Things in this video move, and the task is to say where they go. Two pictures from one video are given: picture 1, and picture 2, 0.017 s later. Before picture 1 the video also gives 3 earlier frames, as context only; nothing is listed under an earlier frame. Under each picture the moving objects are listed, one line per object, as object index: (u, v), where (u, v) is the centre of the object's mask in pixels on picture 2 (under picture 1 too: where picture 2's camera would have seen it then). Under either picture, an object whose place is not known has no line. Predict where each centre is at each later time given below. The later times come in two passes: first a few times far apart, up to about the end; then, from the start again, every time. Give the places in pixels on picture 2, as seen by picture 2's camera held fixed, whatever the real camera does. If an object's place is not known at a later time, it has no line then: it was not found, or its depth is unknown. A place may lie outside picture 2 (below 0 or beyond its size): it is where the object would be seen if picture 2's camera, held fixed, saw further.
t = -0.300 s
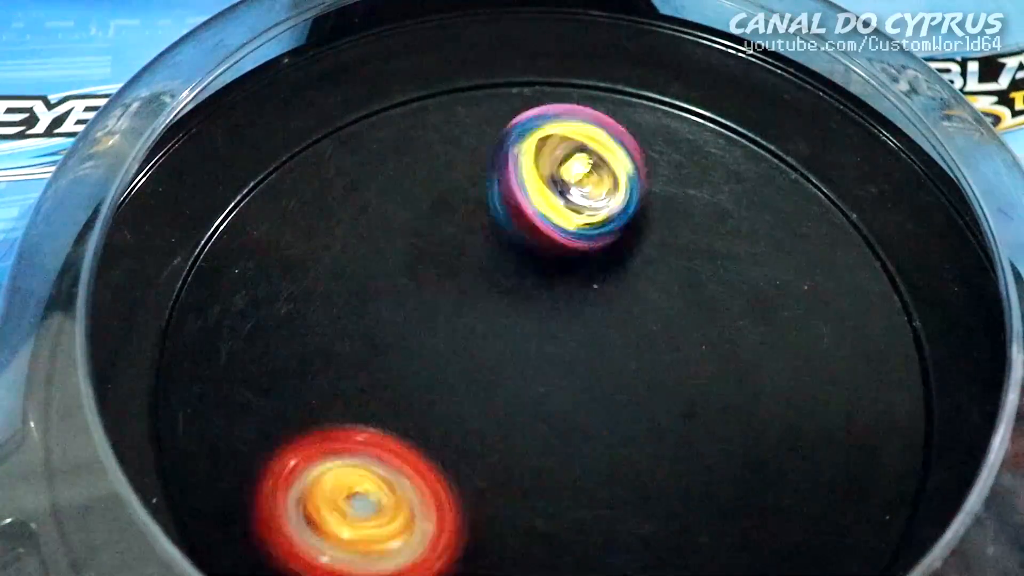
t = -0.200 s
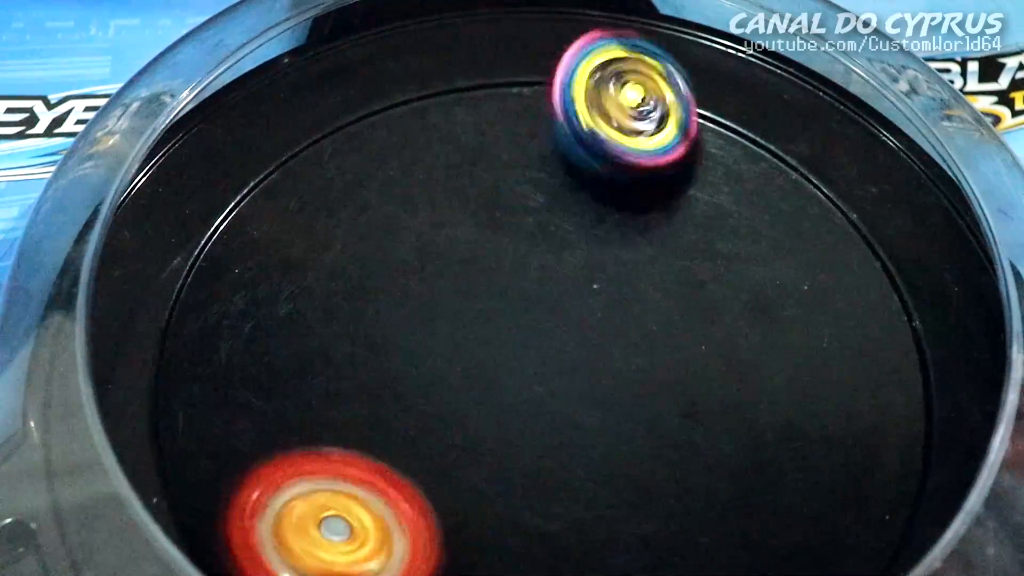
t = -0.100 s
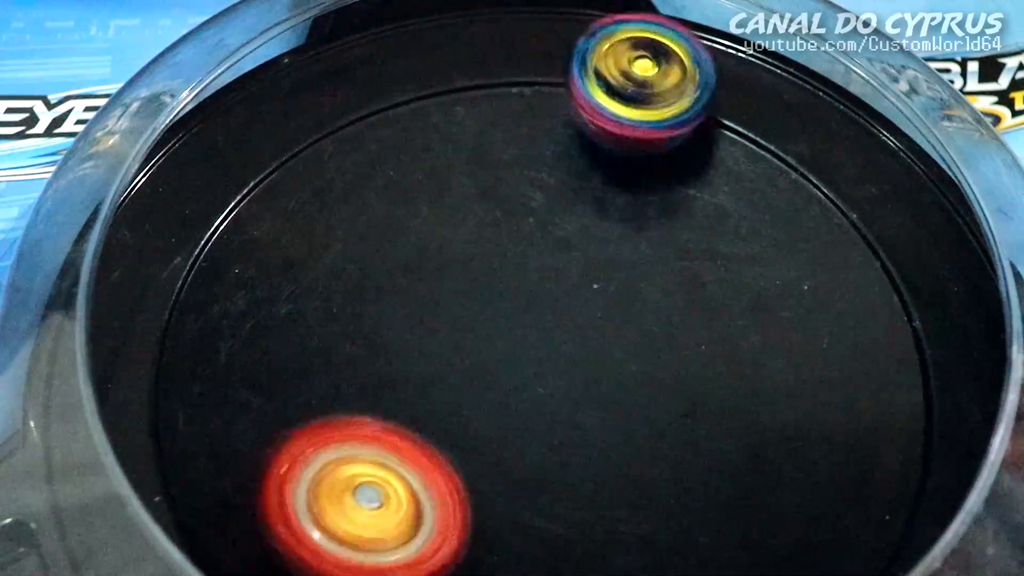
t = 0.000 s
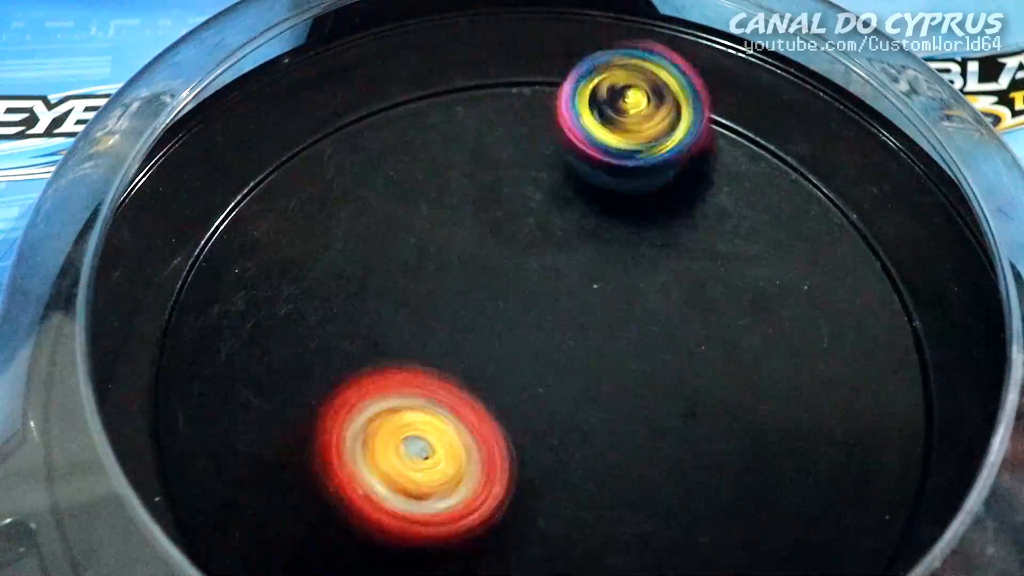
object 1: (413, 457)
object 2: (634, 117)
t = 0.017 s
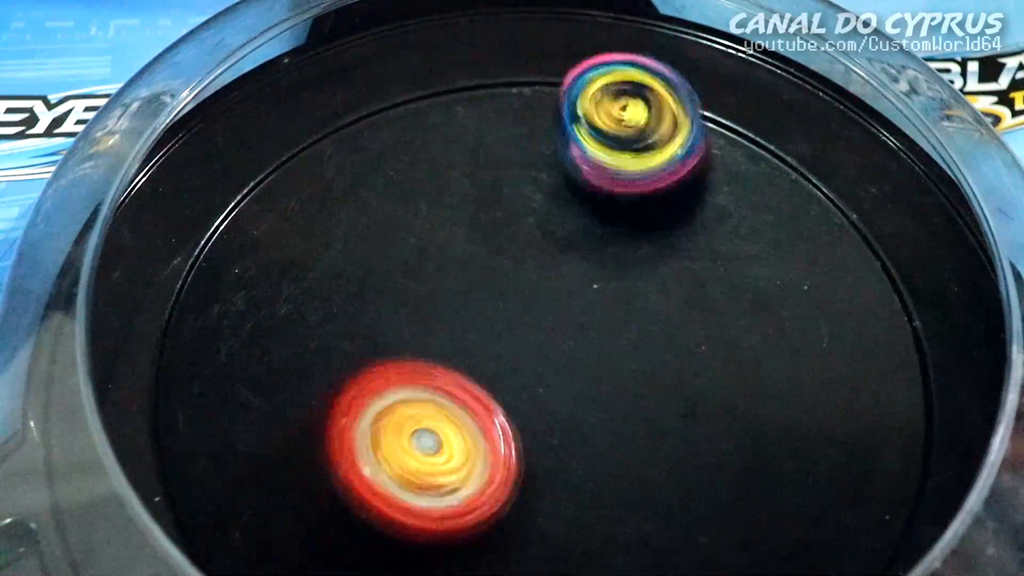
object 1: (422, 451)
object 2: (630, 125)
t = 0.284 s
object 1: (417, 420)
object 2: (643, 272)
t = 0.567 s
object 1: (470, 384)
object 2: (667, 406)
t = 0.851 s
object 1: (488, 340)
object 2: (725, 506)
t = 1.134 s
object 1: (510, 306)
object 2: (670, 450)
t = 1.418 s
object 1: (525, 273)
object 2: (657, 450)
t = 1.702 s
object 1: (550, 268)
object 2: (614, 431)
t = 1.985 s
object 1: (569, 276)
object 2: (567, 442)
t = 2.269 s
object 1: (650, 283)
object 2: (438, 422)
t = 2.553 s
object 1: (657, 322)
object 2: (475, 418)
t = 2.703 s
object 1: (649, 347)
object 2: (479, 434)
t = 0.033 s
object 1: (430, 441)
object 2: (626, 132)
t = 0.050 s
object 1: (438, 434)
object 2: (621, 148)
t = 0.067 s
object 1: (445, 424)
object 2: (620, 165)
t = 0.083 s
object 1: (454, 417)
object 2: (612, 174)
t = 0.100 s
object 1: (460, 409)
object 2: (610, 189)
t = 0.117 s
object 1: (468, 401)
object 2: (604, 202)
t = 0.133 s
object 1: (475, 393)
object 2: (601, 224)
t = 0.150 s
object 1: (482, 386)
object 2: (592, 235)
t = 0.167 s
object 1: (485, 382)
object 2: (588, 253)
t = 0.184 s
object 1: (473, 386)
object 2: (599, 257)
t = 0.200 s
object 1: (459, 398)
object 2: (607, 260)
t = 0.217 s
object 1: (447, 403)
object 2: (616, 261)
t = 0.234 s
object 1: (436, 410)
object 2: (622, 262)
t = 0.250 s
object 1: (426, 414)
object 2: (634, 264)
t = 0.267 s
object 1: (422, 418)
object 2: (638, 269)
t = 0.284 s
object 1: (417, 420)
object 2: (643, 272)
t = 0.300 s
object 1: (418, 421)
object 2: (644, 278)
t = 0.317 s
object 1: (417, 423)
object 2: (652, 282)
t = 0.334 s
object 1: (420, 422)
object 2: (653, 287)
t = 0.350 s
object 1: (425, 423)
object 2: (655, 294)
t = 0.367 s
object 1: (430, 421)
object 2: (655, 302)
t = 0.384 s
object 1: (437, 421)
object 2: (660, 307)
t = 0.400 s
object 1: (443, 419)
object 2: (657, 313)
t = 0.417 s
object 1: (452, 418)
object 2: (657, 321)
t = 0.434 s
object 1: (458, 417)
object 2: (655, 331)
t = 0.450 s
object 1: (466, 414)
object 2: (656, 338)
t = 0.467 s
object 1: (472, 414)
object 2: (653, 344)
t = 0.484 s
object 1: (477, 412)
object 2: (652, 351)
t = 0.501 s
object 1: (484, 412)
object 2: (650, 361)
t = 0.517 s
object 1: (481, 399)
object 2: (654, 371)
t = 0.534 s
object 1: (477, 395)
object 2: (658, 376)
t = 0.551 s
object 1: (474, 390)
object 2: (660, 391)
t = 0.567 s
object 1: (470, 384)
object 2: (667, 406)
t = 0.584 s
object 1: (470, 378)
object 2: (669, 428)
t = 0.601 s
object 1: (468, 371)
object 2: (676, 439)
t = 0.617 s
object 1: (471, 366)
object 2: (681, 454)
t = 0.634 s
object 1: (472, 362)
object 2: (682, 467)
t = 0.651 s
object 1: (474, 358)
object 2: (693, 480)
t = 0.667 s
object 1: (475, 357)
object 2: (695, 490)
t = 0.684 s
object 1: (476, 353)
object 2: (702, 493)
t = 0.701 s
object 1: (478, 351)
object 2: (710, 503)
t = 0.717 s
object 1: (478, 351)
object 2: (710, 505)
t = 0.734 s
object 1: (478, 349)
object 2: (715, 507)
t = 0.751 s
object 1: (480, 348)
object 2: (718, 511)
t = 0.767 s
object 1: (481, 346)
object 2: (718, 508)
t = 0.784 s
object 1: (483, 345)
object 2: (725, 508)
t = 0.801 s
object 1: (484, 344)
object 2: (728, 510)
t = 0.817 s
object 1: (485, 342)
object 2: (728, 507)
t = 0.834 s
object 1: (488, 342)
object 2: (726, 506)
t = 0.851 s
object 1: (488, 340)
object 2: (725, 506)
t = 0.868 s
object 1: (492, 339)
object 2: (721, 503)
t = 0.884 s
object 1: (493, 339)
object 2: (721, 501)
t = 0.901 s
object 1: (495, 337)
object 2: (720, 498)
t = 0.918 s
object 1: (498, 337)
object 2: (716, 493)
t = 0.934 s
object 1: (500, 336)
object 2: (710, 490)
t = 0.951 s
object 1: (503, 334)
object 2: (705, 484)
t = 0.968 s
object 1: (505, 336)
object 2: (700, 478)
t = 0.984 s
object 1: (508, 334)
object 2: (695, 472)
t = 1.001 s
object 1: (512, 334)
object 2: (688, 465)
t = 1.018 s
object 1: (514, 334)
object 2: (683, 458)
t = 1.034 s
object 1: (518, 333)
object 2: (676, 450)
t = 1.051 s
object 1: (520, 333)
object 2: (669, 445)
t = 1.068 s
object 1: (517, 326)
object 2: (672, 445)
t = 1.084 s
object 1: (514, 318)
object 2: (671, 445)
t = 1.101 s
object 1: (510, 312)
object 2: (670, 449)
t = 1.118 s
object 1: (509, 308)
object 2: (671, 450)
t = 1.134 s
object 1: (510, 306)
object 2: (670, 450)
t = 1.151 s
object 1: (509, 303)
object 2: (669, 449)
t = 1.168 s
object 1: (512, 303)
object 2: (667, 448)
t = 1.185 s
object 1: (512, 304)
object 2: (666, 447)
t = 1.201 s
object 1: (514, 301)
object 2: (664, 444)
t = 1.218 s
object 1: (517, 301)
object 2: (661, 444)
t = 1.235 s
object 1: (517, 302)
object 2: (661, 442)
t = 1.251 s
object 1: (520, 300)
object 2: (660, 439)
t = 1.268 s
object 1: (523, 302)
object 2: (660, 436)
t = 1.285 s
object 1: (523, 301)
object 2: (657, 432)
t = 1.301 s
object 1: (525, 297)
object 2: (660, 434)
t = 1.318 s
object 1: (523, 290)
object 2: (665, 437)
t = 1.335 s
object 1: (521, 283)
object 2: (663, 443)
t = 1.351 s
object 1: (522, 278)
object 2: (663, 445)
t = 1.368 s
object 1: (523, 276)
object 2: (662, 448)
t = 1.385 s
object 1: (523, 275)
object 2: (660, 450)
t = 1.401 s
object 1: (525, 273)
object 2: (658, 452)
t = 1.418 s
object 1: (525, 273)
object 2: (657, 450)
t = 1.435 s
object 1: (526, 272)
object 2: (654, 448)
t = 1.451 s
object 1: (528, 272)
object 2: (652, 447)
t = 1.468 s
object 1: (529, 272)
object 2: (651, 446)
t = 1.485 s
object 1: (531, 272)
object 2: (647, 445)
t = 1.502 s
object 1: (532, 272)
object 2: (645, 444)
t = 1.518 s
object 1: (533, 273)
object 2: (642, 443)
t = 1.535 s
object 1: (536, 273)
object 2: (640, 442)
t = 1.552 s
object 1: (537, 274)
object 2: (635, 440)
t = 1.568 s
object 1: (538, 275)
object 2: (631, 438)
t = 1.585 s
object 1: (541, 277)
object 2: (628, 437)
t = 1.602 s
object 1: (542, 276)
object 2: (625, 436)
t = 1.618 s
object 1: (545, 276)
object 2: (623, 435)
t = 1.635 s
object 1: (546, 276)
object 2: (620, 435)
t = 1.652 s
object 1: (547, 271)
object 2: (621, 436)
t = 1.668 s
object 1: (549, 268)
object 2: (621, 436)
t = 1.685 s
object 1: (549, 267)
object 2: (618, 432)
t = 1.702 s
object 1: (550, 268)
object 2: (614, 431)
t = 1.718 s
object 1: (551, 267)
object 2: (610, 428)
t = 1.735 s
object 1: (552, 267)
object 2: (608, 426)
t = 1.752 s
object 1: (552, 266)
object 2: (603, 429)
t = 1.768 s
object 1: (555, 263)
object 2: (596, 437)
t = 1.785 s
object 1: (557, 261)
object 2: (590, 441)
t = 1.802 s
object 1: (558, 260)
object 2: (589, 444)
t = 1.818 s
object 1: (561, 261)
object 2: (586, 446)
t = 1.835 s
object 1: (561, 262)
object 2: (583, 447)
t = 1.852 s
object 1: (561, 262)
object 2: (583, 448)
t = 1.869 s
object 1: (562, 264)
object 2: (580, 450)
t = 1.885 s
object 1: (562, 265)
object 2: (576, 449)
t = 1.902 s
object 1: (564, 266)
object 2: (575, 449)
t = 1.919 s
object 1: (565, 269)
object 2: (574, 448)
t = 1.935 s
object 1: (566, 270)
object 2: (573, 446)
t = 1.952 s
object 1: (568, 271)
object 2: (572, 445)
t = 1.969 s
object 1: (568, 275)
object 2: (570, 444)
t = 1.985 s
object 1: (569, 276)
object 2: (567, 442)
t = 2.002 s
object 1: (570, 278)
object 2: (566, 440)
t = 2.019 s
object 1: (572, 279)
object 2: (562, 439)
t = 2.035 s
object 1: (578, 282)
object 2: (556, 437)
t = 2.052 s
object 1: (584, 281)
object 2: (545, 432)
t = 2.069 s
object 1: (591, 281)
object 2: (534, 431)
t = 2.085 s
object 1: (604, 283)
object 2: (519, 427)
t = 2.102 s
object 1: (614, 285)
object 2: (505, 425)
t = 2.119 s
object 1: (623, 287)
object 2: (493, 424)
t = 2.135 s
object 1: (629, 286)
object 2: (483, 422)
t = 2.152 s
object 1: (634, 286)
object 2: (473, 420)
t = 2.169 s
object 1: (639, 287)
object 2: (464, 419)
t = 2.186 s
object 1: (639, 287)
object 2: (457, 418)
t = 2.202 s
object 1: (640, 285)
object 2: (451, 418)
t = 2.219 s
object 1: (644, 283)
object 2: (446, 419)
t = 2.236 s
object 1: (646, 284)
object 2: (442, 420)
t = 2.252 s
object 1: (647, 283)
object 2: (440, 421)
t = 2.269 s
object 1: (650, 283)
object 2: (438, 422)
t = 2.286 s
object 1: (655, 285)
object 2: (436, 423)
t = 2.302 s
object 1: (655, 286)
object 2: (435, 424)
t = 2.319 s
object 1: (658, 287)
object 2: (435, 424)
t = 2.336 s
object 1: (659, 287)
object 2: (435, 423)
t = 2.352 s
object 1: (661, 291)
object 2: (436, 422)
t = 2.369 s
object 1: (661, 291)
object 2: (438, 421)
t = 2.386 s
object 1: (662, 294)
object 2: (440, 420)
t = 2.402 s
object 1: (665, 296)
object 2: (442, 420)
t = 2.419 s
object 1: (663, 300)
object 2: (444, 418)
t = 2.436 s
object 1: (664, 301)
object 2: (446, 418)
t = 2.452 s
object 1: (665, 303)
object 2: (449, 417)
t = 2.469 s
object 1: (664, 308)
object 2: (452, 416)
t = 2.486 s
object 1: (663, 310)
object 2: (456, 416)
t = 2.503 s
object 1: (662, 312)
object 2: (460, 416)
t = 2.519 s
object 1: (662, 316)
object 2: (465, 416)
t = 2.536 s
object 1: (659, 320)
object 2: (469, 417)
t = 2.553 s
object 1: (657, 322)
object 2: (475, 418)
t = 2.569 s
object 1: (656, 325)
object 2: (480, 419)
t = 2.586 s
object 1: (652, 330)
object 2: (484, 421)
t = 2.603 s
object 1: (650, 333)
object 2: (487, 422)
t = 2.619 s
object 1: (645, 336)
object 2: (489, 424)
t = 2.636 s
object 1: (643, 340)
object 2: (491, 426)
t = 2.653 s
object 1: (638, 343)
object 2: (492, 429)
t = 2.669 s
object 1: (639, 344)
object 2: (489, 431)
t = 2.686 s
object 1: (646, 345)
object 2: (484, 433)
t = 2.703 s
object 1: (649, 347)
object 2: (479, 434)
